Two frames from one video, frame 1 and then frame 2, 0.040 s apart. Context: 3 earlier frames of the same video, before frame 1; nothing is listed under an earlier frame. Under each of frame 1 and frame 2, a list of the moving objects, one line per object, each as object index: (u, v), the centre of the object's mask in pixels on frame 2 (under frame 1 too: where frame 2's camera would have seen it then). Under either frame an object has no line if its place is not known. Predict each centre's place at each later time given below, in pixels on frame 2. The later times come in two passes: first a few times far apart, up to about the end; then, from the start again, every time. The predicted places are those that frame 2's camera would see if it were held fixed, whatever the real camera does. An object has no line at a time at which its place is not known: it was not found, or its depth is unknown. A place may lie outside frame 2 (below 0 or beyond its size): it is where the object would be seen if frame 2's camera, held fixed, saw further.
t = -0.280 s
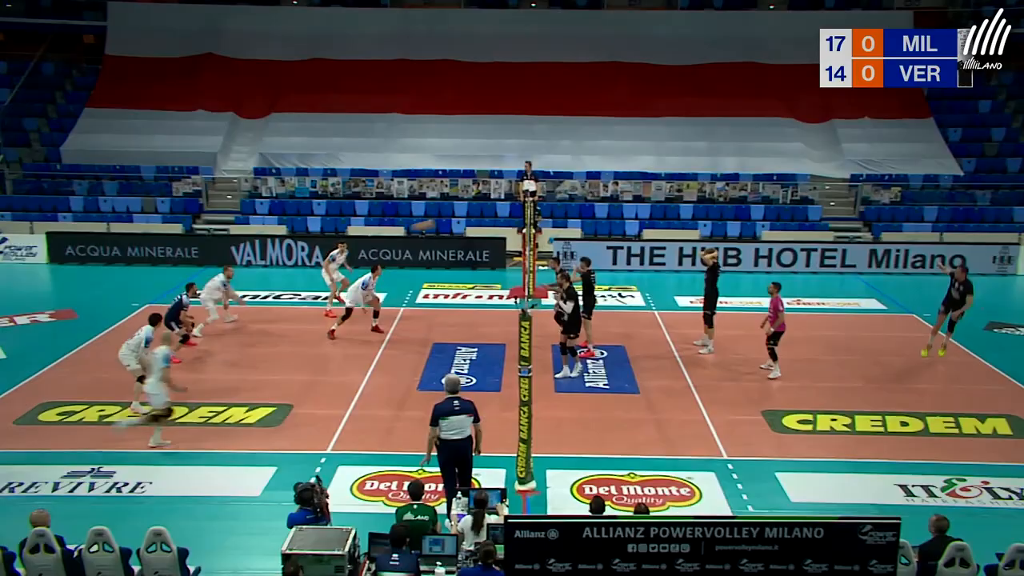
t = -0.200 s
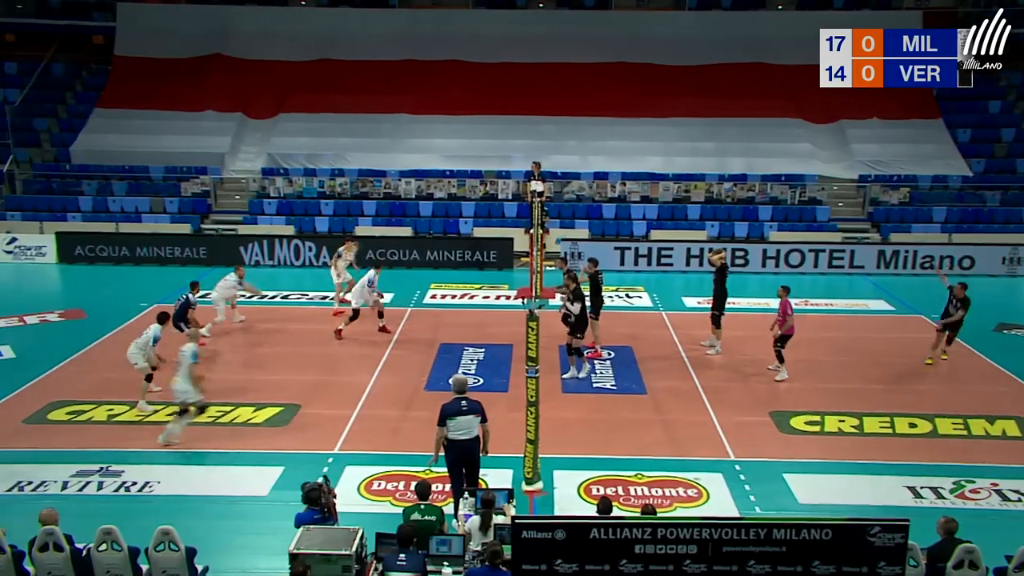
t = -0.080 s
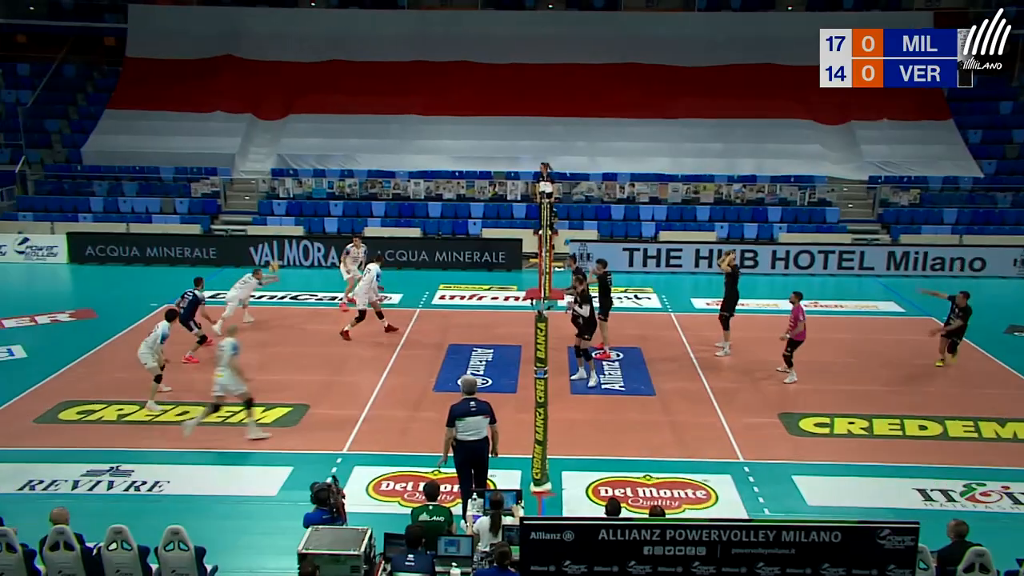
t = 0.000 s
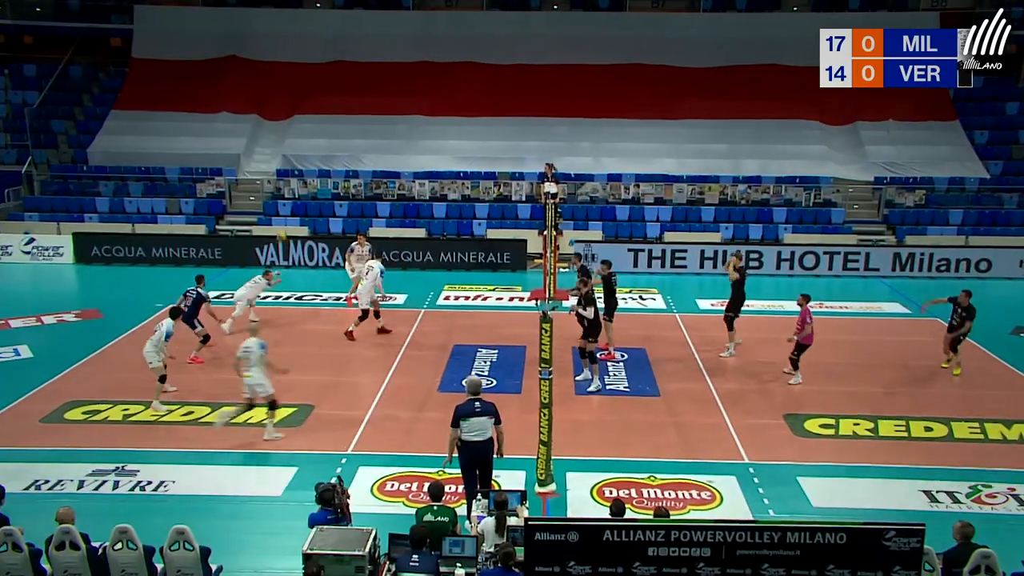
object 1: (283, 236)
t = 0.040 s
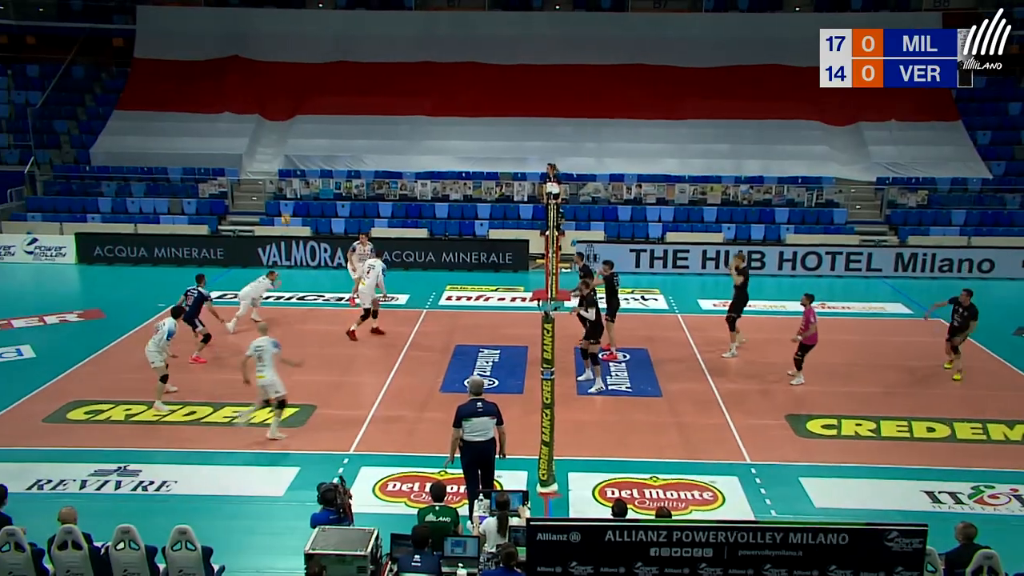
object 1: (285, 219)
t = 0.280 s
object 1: (292, 141)
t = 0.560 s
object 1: (296, 79)
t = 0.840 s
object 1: (302, 56)
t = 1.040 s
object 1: (306, 65)
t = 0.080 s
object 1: (286, 204)
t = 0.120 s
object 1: (287, 191)
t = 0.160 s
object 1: (288, 177)
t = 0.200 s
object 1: (289, 164)
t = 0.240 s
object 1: (291, 153)
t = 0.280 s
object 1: (292, 141)
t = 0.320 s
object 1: (292, 130)
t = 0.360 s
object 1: (293, 119)
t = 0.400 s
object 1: (294, 110)
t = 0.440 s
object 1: (295, 101)
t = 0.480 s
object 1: (296, 94)
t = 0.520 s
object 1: (296, 86)
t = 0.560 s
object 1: (296, 79)
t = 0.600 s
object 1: (296, 74)
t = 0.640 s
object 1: (297, 69)
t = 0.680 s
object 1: (298, 65)
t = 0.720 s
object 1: (299, 61)
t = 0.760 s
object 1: (299, 58)
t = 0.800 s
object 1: (300, 57)
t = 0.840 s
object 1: (302, 56)
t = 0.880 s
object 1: (302, 56)
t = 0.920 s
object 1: (303, 57)
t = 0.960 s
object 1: (304, 59)
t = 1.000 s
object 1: (305, 62)
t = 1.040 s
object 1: (306, 65)
